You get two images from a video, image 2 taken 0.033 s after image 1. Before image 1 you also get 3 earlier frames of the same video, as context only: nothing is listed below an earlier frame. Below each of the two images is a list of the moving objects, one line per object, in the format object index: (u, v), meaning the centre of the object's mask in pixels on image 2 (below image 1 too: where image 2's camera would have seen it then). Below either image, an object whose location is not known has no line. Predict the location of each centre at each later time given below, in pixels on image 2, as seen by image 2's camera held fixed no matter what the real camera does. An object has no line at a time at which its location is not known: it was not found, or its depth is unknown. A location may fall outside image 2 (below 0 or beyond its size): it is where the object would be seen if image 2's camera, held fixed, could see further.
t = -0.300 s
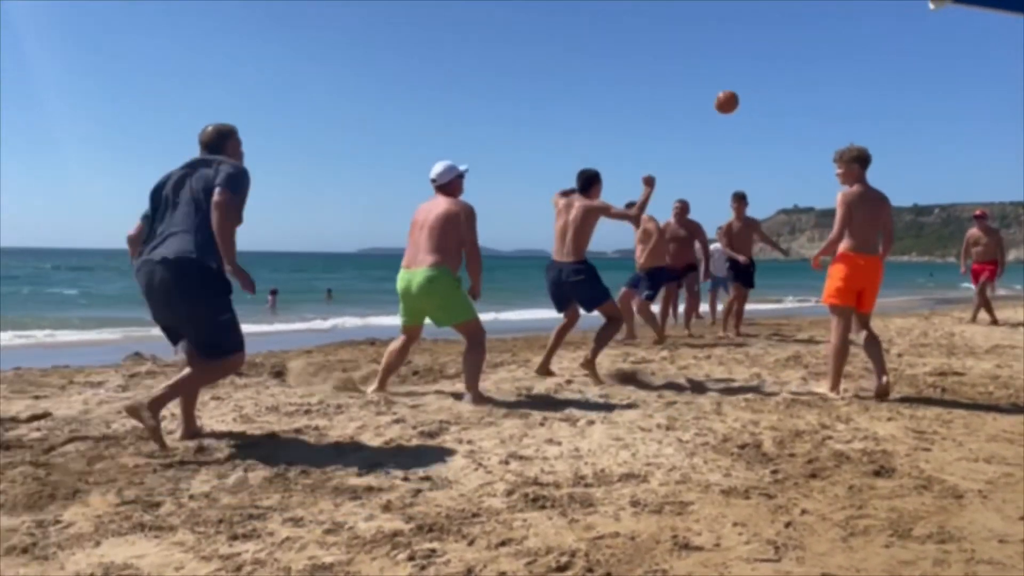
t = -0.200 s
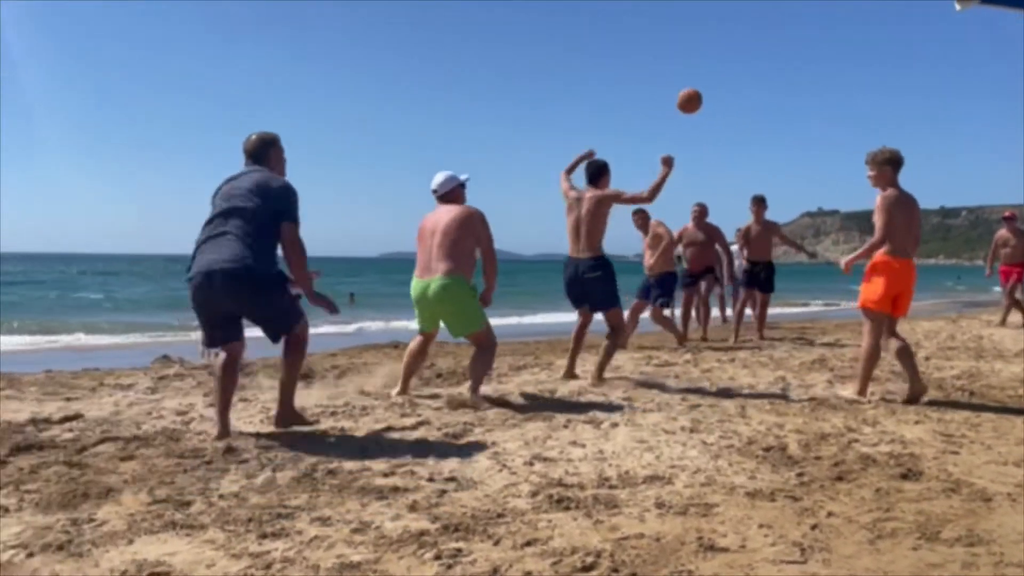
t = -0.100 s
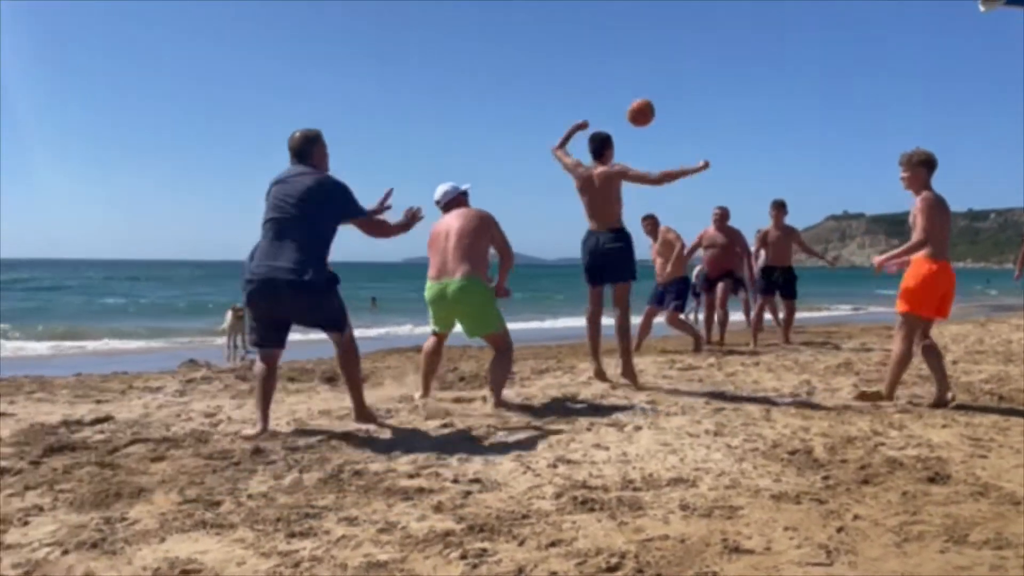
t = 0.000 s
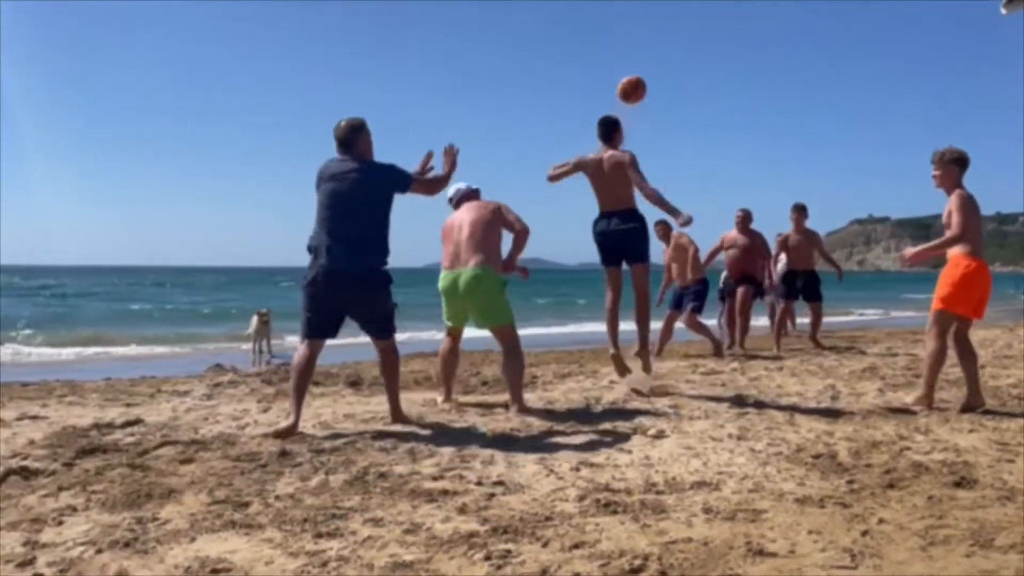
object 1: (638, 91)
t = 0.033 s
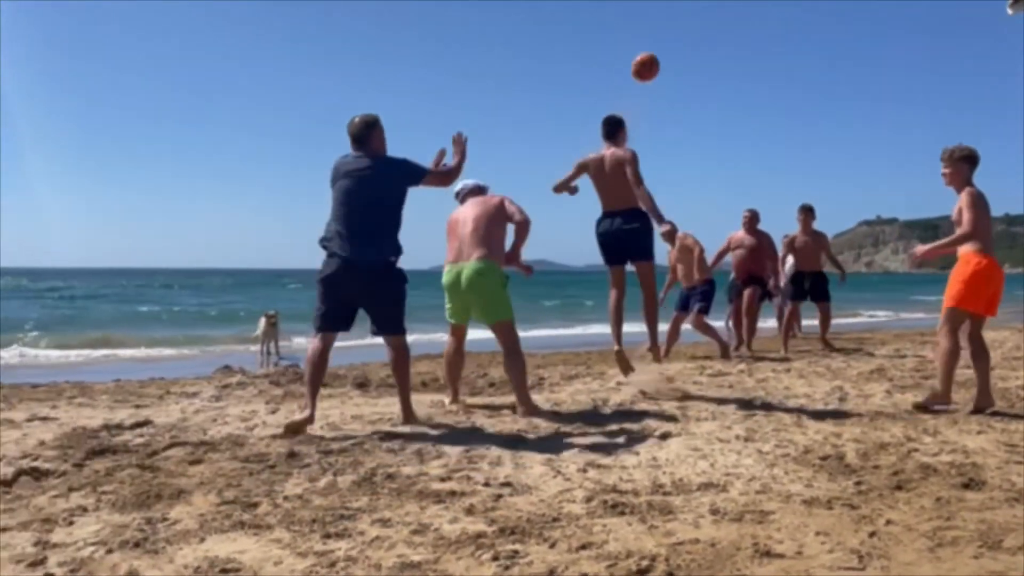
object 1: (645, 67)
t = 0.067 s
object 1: (652, 44)
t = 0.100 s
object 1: (658, 24)
